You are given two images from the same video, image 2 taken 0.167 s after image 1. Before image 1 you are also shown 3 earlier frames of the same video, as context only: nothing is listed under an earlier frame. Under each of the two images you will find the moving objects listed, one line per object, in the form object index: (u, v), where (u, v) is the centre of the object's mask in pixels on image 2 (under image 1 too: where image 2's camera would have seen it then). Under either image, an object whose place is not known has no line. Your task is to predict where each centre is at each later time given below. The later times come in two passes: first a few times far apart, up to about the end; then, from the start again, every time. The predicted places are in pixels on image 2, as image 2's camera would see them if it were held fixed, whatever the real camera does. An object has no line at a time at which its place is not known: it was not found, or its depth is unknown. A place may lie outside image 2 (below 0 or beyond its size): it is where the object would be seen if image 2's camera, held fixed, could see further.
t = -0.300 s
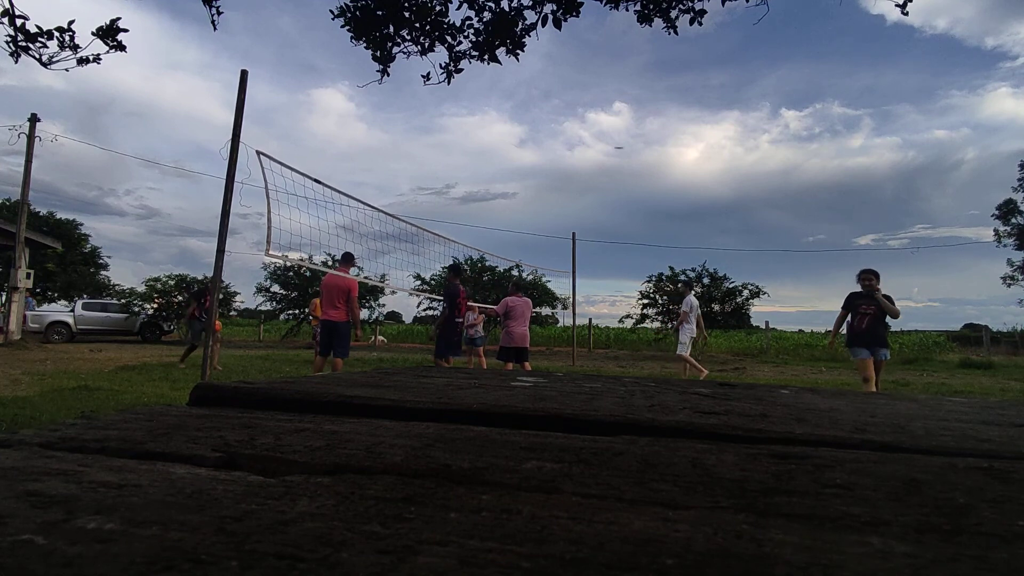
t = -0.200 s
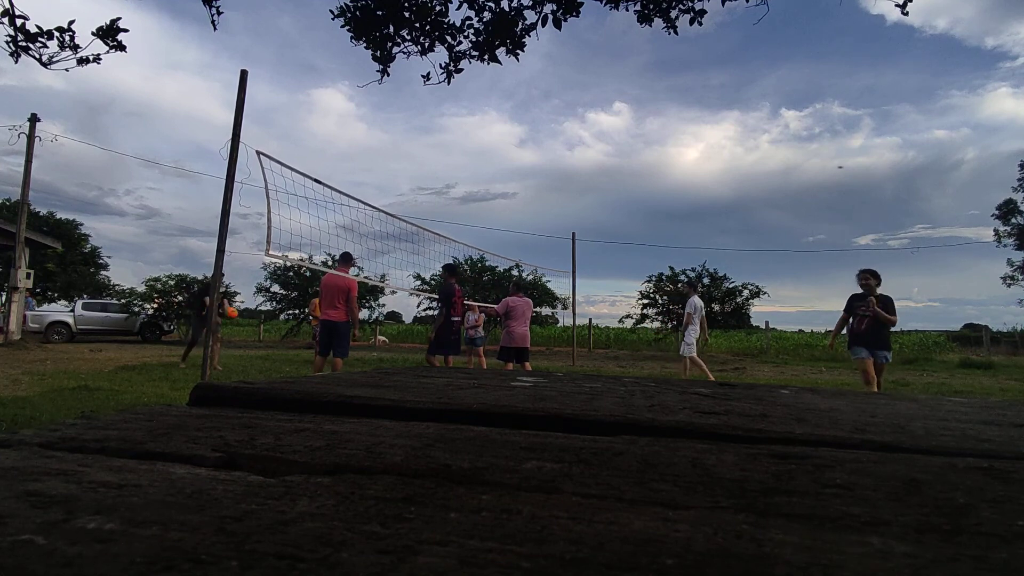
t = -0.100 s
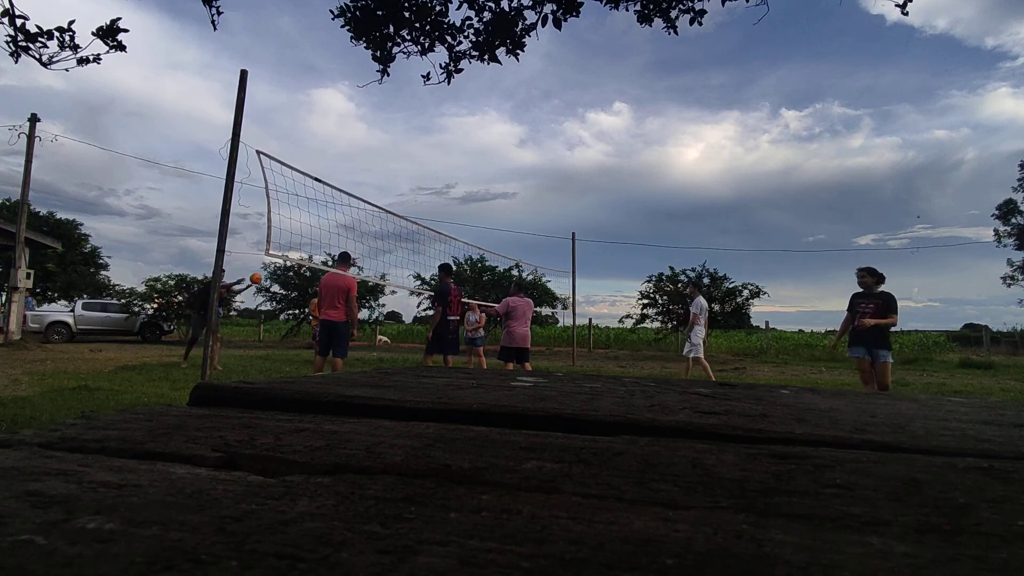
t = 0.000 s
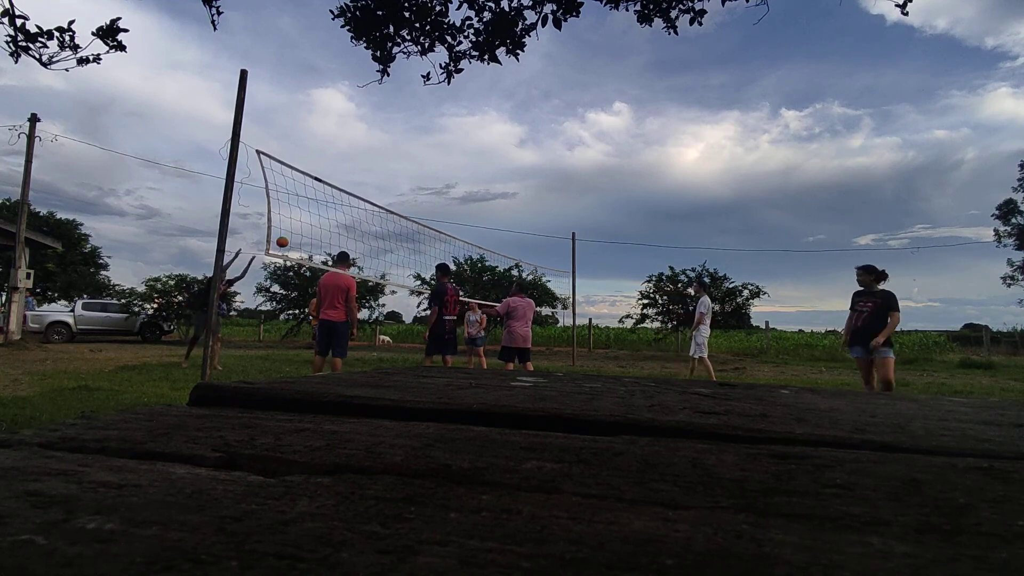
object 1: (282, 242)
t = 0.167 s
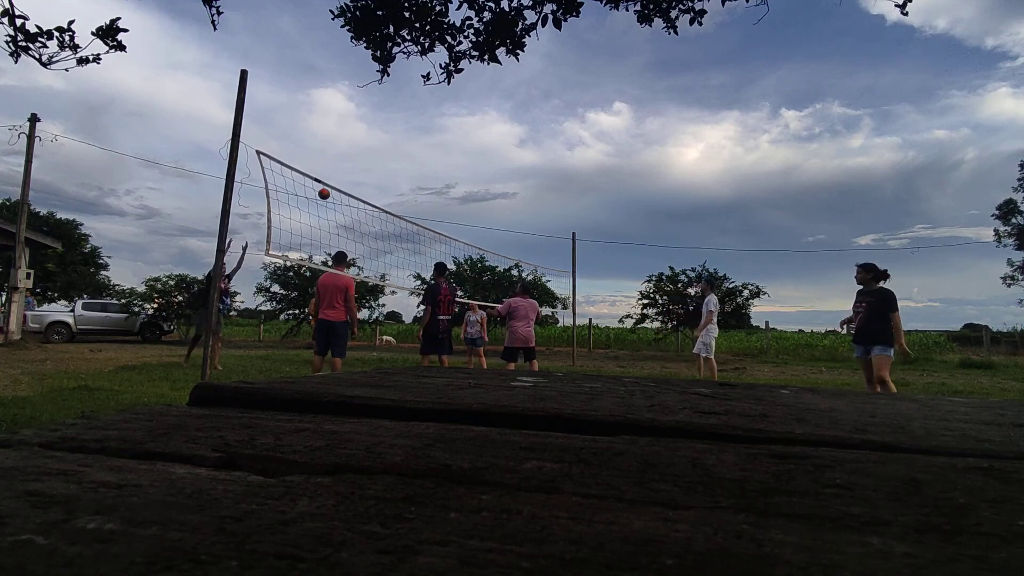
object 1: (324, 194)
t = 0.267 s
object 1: (348, 172)
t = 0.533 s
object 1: (409, 141)
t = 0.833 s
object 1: (474, 151)
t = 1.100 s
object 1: (531, 200)
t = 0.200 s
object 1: (332, 186)
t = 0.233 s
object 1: (340, 179)
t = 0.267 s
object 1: (348, 172)
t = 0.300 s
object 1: (355, 166)
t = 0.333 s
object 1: (363, 161)
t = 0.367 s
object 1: (371, 156)
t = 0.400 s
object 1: (378, 152)
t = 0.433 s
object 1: (386, 148)
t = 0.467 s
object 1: (393, 145)
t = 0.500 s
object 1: (401, 143)
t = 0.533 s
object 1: (409, 141)
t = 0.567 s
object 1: (416, 139)
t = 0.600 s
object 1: (423, 139)
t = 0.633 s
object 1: (431, 139)
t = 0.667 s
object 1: (438, 139)
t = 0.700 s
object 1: (445, 140)
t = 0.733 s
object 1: (453, 142)
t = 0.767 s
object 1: (460, 144)
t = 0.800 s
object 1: (467, 147)
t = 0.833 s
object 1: (474, 151)
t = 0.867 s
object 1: (481, 155)
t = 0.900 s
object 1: (488, 159)
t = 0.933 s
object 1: (495, 164)
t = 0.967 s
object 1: (503, 170)
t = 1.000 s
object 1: (510, 176)
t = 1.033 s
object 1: (517, 184)
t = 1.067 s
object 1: (524, 191)
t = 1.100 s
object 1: (531, 200)
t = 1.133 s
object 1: (538, 209)
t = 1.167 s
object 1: (545, 219)
